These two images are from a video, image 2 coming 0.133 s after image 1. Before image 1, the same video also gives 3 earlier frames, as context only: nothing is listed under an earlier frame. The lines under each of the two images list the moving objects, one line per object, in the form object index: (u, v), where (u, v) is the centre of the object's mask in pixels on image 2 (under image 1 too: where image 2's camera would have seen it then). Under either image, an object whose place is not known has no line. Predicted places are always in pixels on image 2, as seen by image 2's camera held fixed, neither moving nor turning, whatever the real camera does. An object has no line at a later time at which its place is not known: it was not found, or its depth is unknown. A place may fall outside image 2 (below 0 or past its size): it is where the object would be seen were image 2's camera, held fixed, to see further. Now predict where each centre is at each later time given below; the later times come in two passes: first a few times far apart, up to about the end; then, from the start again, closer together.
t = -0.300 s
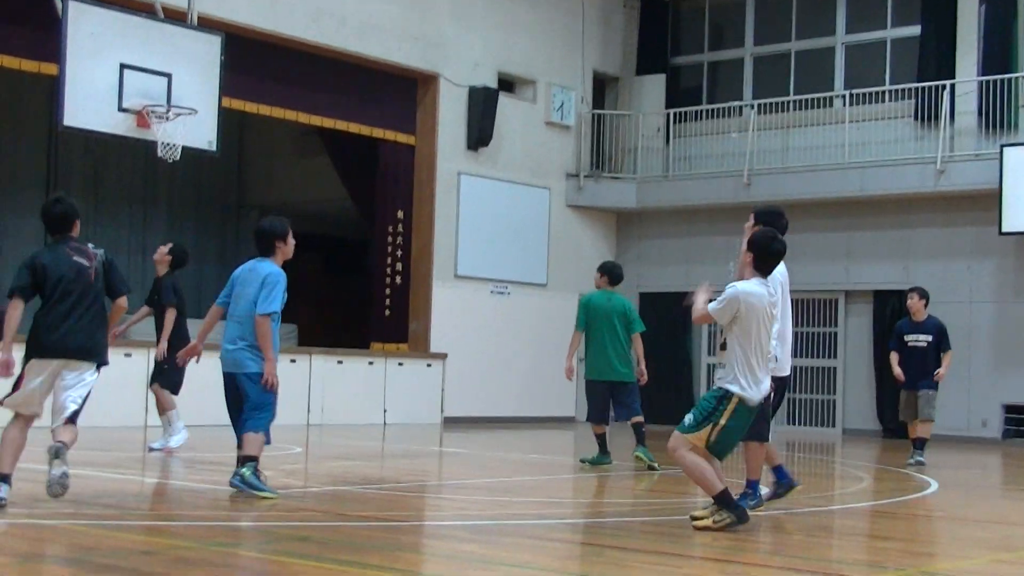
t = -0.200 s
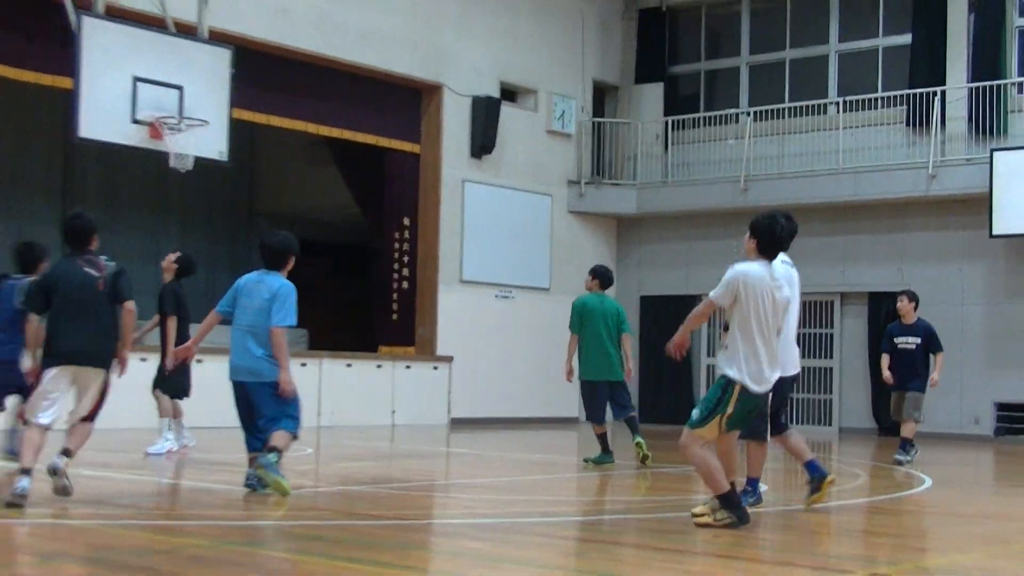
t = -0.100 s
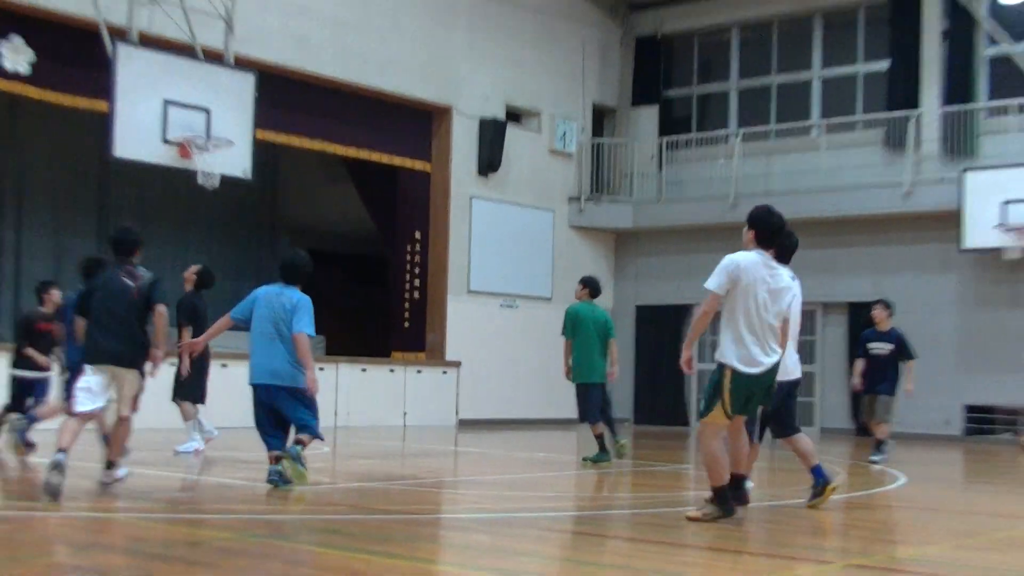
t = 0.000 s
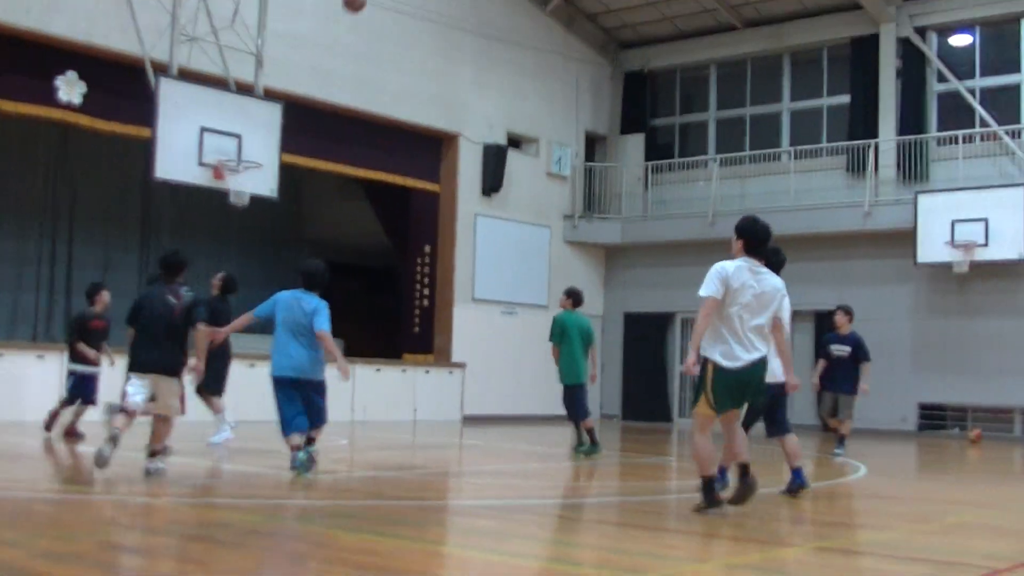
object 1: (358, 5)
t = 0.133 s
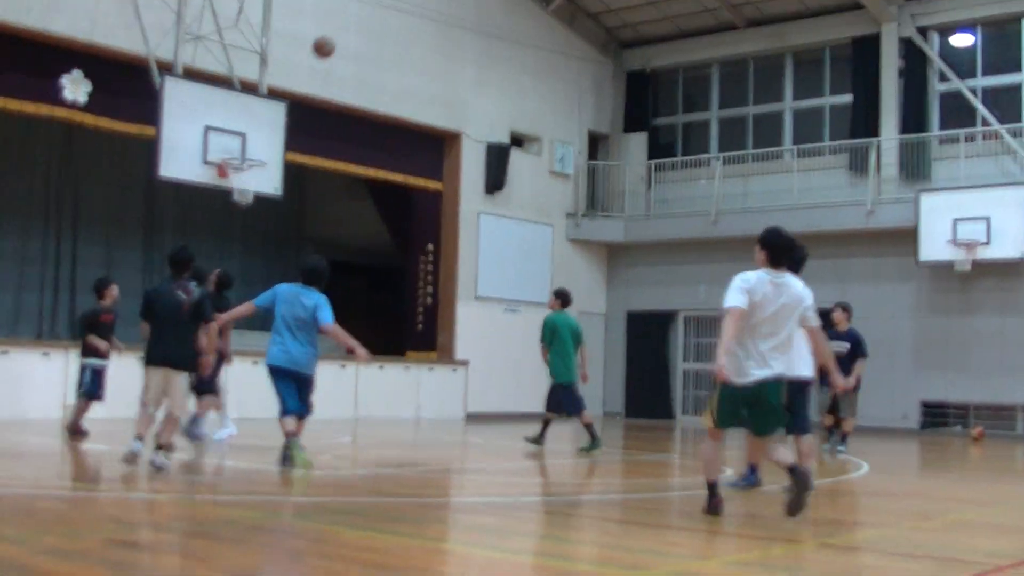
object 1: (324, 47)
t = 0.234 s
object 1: (299, 91)
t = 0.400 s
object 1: (274, 153)
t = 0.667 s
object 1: (316, 140)
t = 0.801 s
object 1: (334, 154)
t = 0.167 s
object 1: (315, 60)
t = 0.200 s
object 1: (307, 74)
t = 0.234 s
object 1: (299, 91)
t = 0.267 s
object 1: (293, 104)
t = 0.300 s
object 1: (286, 120)
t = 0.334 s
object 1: (278, 137)
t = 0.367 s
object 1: (270, 154)
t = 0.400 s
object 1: (274, 153)
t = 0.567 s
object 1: (301, 138)
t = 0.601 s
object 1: (306, 137)
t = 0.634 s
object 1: (311, 138)
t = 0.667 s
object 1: (316, 140)
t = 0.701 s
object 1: (321, 142)
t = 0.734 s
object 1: (325, 145)
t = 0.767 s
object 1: (329, 149)
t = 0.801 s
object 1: (334, 154)
